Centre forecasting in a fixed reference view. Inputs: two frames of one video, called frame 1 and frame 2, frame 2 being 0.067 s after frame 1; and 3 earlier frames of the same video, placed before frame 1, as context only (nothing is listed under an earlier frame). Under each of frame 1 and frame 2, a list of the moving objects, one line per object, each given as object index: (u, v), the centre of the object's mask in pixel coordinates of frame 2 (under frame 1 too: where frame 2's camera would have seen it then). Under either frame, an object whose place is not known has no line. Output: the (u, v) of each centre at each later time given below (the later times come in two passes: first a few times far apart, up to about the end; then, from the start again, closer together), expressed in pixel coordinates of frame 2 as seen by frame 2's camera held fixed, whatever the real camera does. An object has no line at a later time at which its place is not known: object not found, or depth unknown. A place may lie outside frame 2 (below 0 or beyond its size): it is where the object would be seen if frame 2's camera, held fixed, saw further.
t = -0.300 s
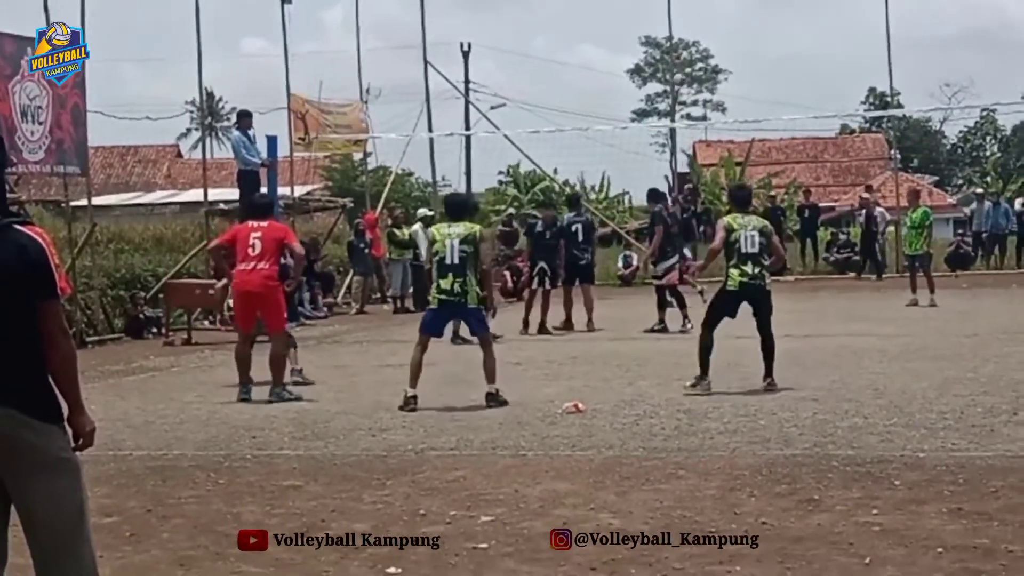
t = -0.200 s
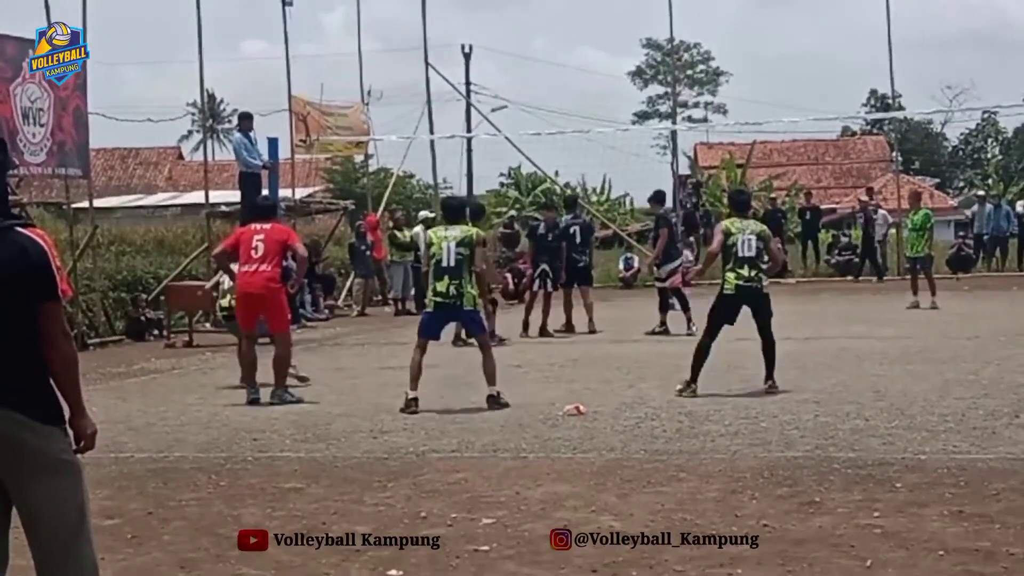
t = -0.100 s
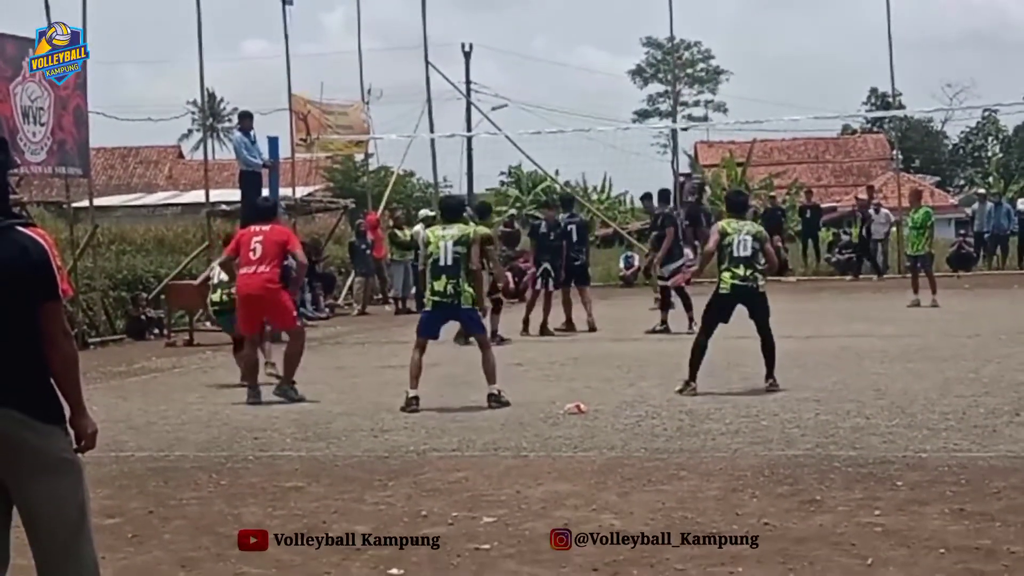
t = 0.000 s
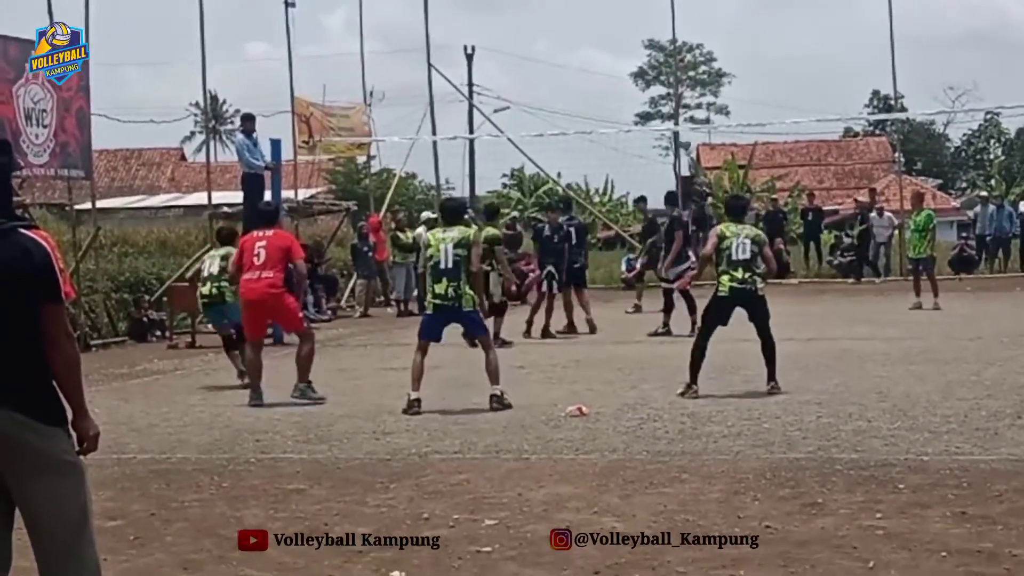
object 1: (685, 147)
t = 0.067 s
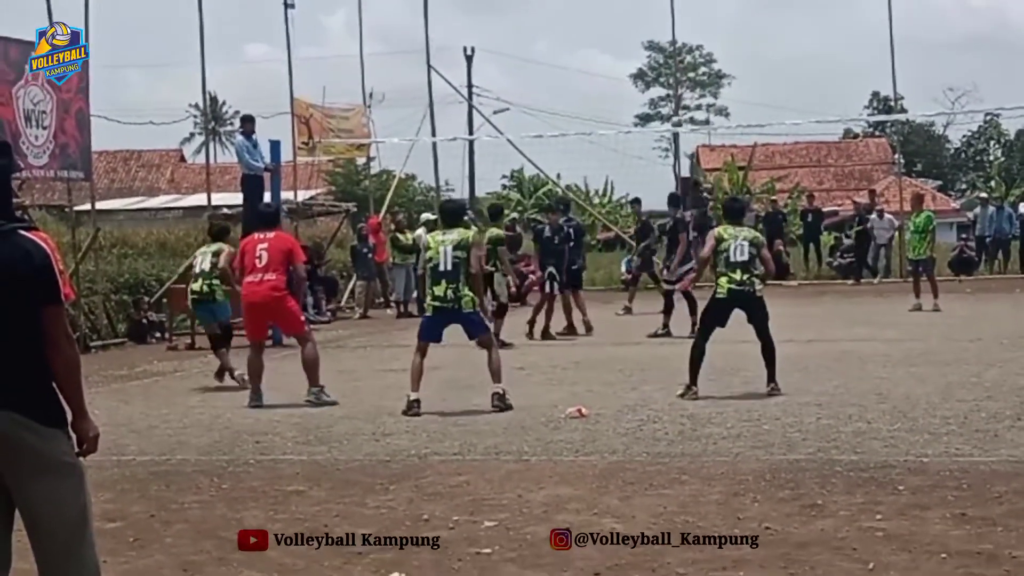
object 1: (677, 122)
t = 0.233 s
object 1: (655, 74)
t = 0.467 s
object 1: (623, 42)
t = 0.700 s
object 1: (585, 49)
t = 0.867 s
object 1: (553, 91)
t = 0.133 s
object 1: (668, 101)
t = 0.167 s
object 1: (665, 95)
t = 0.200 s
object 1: (660, 85)
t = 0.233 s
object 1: (655, 74)
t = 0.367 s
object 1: (638, 53)
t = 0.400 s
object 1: (633, 48)
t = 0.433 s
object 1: (628, 45)
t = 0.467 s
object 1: (623, 42)
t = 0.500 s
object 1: (618, 40)
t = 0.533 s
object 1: (613, 40)
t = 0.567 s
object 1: (608, 38)
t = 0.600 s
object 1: (602, 40)
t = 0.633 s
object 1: (596, 42)
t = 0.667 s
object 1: (591, 44)
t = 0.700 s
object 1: (585, 49)
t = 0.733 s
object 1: (579, 56)
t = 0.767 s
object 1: (573, 61)
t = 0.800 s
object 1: (566, 70)
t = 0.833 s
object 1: (559, 80)
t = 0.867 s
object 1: (553, 91)
